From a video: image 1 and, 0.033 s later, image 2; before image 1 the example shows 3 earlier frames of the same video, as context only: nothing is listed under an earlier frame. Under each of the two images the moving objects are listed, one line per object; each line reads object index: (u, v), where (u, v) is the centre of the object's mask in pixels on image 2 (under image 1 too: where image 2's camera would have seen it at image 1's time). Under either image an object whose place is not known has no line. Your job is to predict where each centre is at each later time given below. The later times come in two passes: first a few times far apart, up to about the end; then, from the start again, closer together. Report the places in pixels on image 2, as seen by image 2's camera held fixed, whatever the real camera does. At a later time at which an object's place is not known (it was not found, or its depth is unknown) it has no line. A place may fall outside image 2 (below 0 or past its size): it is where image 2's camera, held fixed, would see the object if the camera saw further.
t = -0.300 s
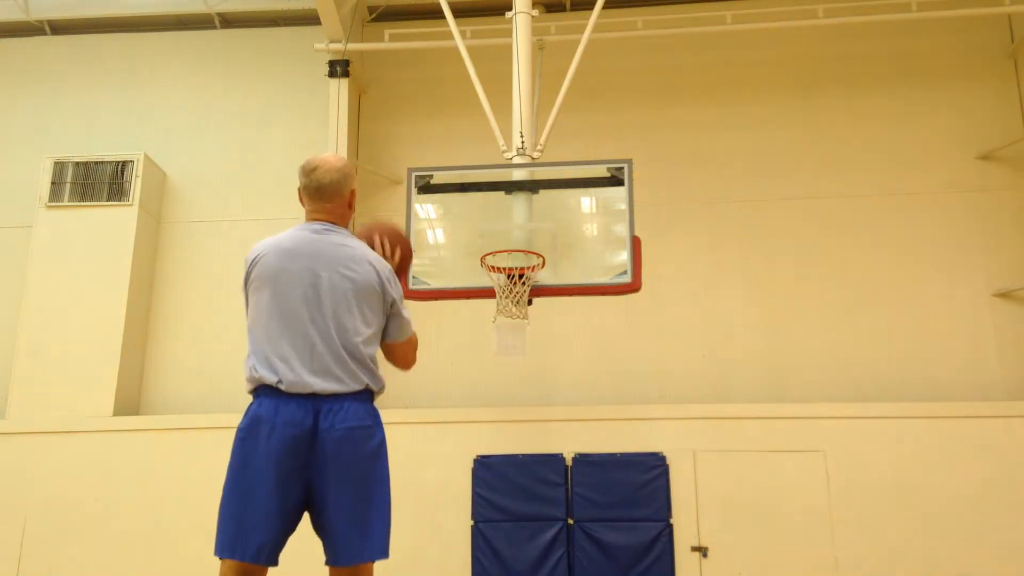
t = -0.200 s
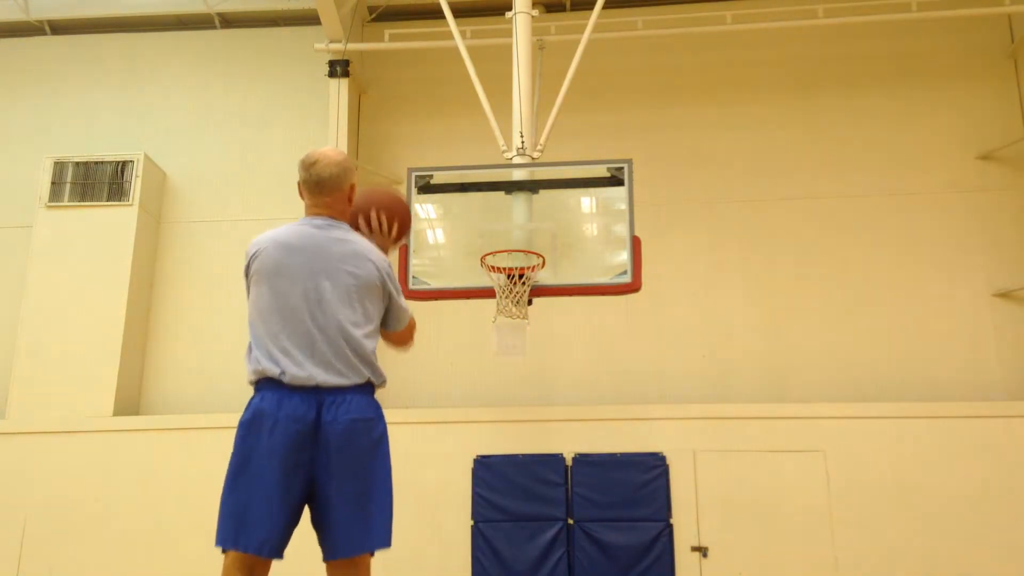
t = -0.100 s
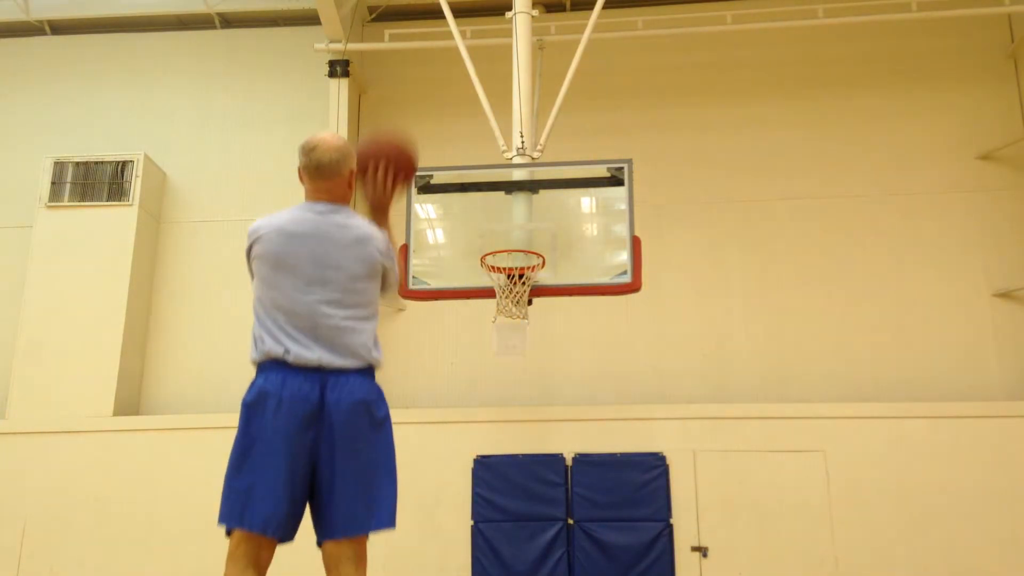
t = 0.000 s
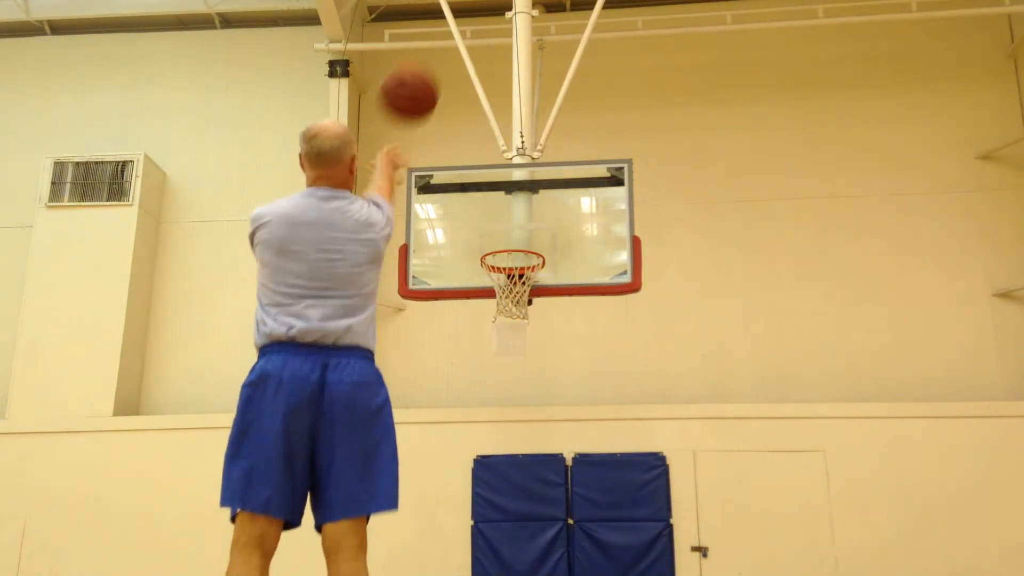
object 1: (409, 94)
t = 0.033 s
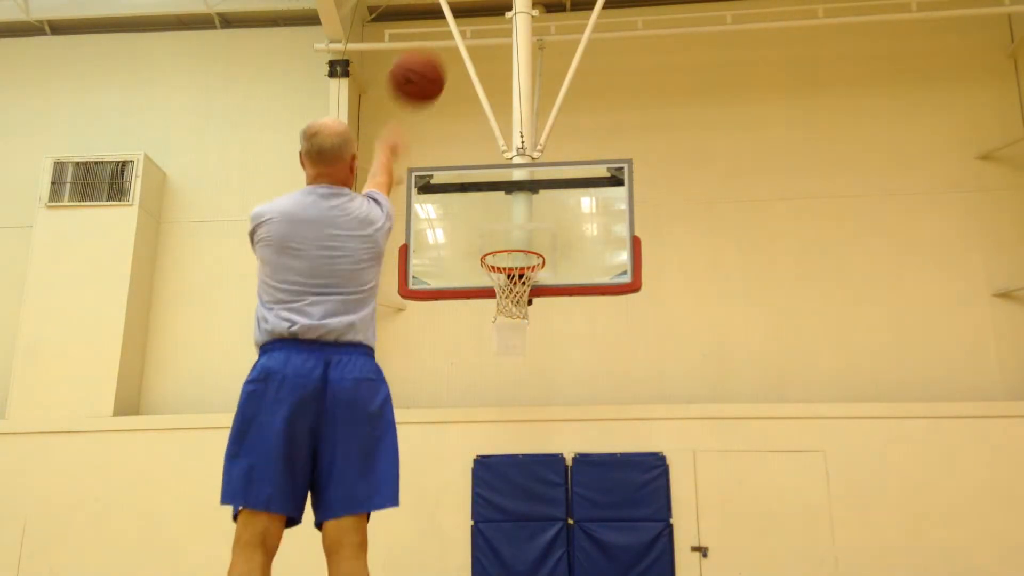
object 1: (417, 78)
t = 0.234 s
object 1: (453, 41)
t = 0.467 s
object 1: (481, 80)
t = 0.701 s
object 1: (500, 176)
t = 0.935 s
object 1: (518, 269)
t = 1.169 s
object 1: (503, 306)
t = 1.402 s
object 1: (507, 333)
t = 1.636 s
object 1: (515, 343)
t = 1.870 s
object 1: (509, 348)
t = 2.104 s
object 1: (501, 359)
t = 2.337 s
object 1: (493, 432)
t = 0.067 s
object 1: (424, 65)
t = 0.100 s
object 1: (431, 55)
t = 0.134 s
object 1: (437, 49)
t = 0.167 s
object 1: (443, 44)
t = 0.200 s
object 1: (448, 41)
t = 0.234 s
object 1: (453, 41)
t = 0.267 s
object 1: (458, 42)
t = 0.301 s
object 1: (462, 45)
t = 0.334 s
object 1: (466, 49)
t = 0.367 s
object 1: (470, 55)
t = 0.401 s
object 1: (474, 62)
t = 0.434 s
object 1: (477, 70)
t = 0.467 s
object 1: (481, 80)
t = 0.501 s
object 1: (484, 91)
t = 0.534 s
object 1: (487, 102)
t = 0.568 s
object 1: (490, 115)
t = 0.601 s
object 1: (493, 128)
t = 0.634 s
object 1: (495, 142)
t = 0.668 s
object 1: (497, 158)
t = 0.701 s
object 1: (500, 176)
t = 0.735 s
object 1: (502, 192)
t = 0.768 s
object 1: (505, 209)
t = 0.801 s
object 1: (506, 227)
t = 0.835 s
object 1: (509, 244)
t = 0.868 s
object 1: (512, 265)
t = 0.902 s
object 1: (516, 267)
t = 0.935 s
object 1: (518, 269)
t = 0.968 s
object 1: (515, 272)
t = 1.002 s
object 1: (512, 272)
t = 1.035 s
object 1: (512, 274)
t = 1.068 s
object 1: (503, 287)
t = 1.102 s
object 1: (504, 296)
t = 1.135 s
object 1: (505, 304)
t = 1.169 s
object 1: (503, 306)
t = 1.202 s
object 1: (501, 309)
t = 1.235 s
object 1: (501, 313)
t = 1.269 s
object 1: (502, 317)
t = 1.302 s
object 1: (502, 320)
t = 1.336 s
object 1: (503, 325)
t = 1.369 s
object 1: (503, 329)
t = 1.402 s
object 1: (507, 333)
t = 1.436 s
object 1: (508, 340)
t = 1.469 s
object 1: (508, 344)
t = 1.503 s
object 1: (510, 345)
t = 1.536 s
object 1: (511, 344)
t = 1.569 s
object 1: (513, 343)
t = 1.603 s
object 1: (514, 342)
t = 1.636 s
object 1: (515, 343)
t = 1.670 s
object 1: (516, 344)
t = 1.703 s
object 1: (515, 345)
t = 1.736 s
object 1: (515, 346)
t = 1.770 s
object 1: (514, 346)
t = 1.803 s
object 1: (512, 347)
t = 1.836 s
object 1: (511, 347)
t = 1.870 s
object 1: (509, 348)
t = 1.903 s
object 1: (508, 349)
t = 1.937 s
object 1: (507, 350)
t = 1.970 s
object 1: (506, 350)
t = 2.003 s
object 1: (505, 351)
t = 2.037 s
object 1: (504, 352)
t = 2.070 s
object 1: (503, 355)
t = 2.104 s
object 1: (501, 359)
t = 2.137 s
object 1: (500, 365)
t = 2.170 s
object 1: (499, 372)
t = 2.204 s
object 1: (498, 380)
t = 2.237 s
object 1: (497, 391)
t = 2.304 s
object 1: (494, 415)
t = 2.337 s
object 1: (493, 432)
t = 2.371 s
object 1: (492, 453)
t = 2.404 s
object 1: (491, 472)
